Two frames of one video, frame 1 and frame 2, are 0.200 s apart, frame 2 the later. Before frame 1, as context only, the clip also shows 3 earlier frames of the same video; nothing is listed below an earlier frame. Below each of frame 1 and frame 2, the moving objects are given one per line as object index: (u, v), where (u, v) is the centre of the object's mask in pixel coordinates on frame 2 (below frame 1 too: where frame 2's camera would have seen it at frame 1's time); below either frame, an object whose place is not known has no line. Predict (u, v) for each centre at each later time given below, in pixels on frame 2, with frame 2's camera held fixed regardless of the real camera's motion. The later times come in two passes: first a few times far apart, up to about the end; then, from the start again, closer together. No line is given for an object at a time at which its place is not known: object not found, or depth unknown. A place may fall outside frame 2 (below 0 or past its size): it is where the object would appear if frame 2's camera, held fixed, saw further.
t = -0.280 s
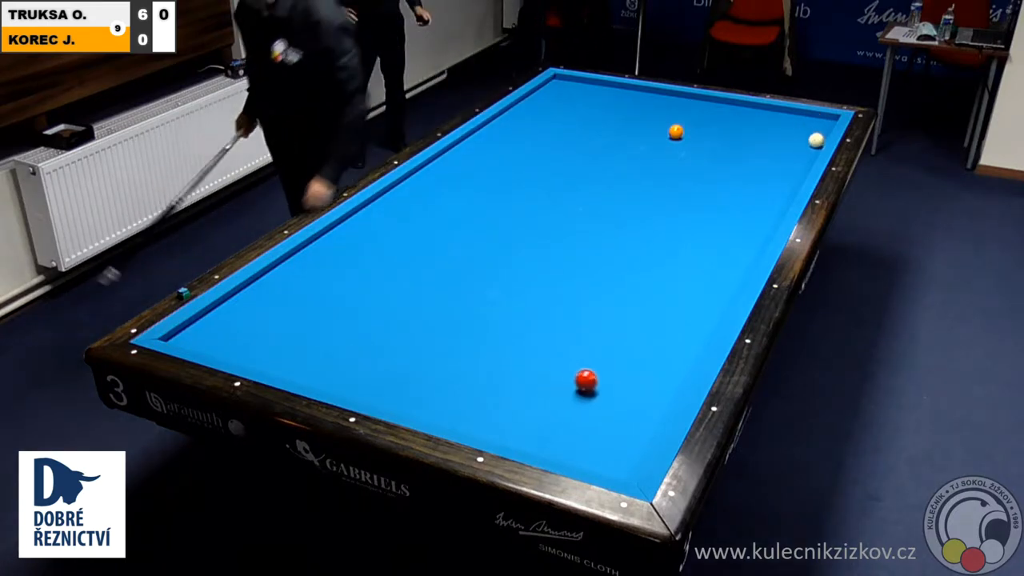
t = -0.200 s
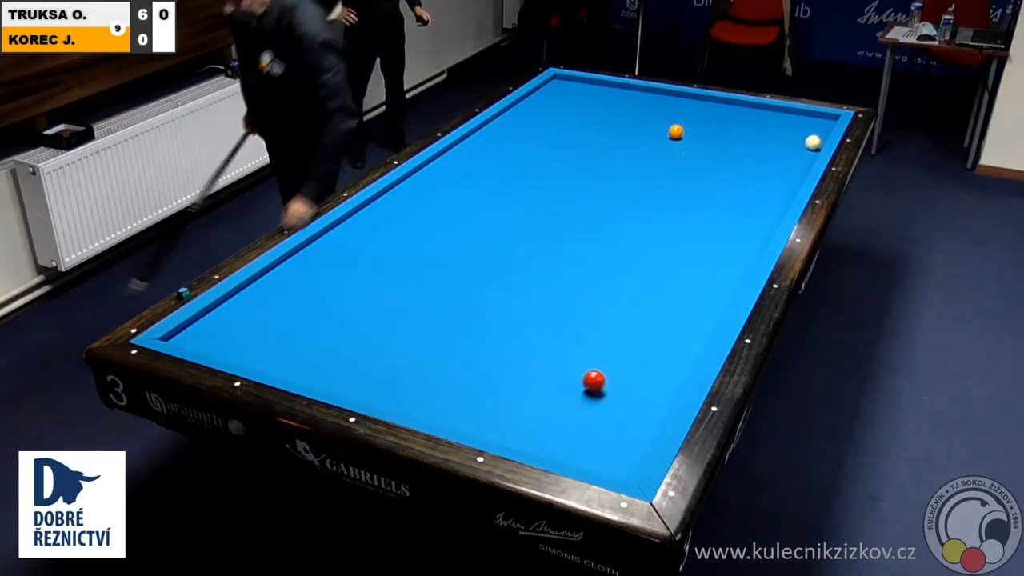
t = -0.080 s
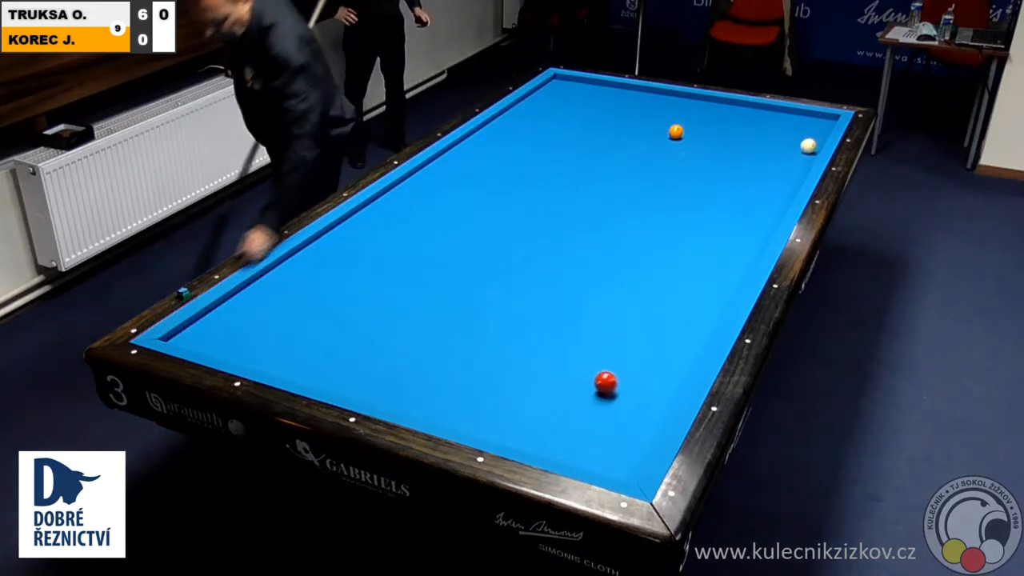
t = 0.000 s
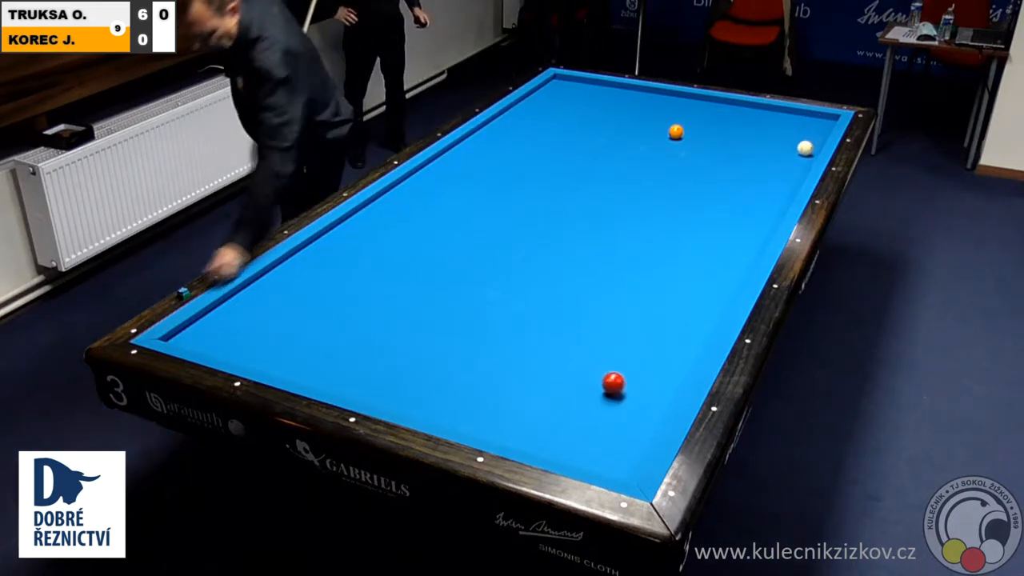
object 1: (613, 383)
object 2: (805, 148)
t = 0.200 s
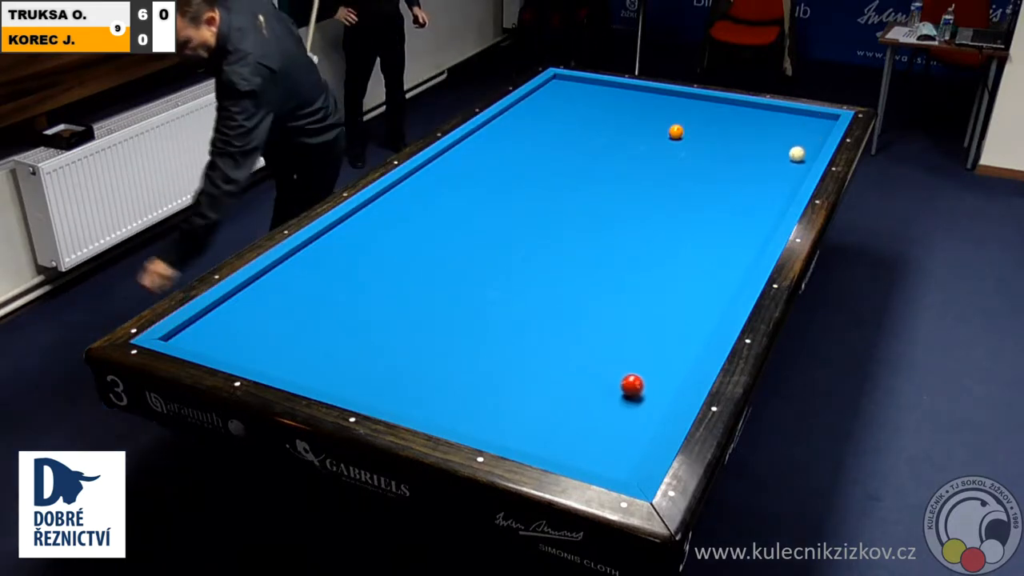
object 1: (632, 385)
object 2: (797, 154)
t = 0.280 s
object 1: (639, 386)
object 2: (793, 156)
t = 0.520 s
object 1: (661, 389)
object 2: (784, 163)
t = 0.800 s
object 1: (672, 388)
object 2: (772, 172)
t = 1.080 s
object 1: (662, 383)
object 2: (760, 180)
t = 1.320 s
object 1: (654, 378)
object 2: (750, 187)
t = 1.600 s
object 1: (646, 374)
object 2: (738, 195)
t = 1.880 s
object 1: (639, 370)
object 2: (726, 203)
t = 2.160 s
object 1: (633, 366)
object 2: (712, 213)
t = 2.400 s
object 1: (629, 364)
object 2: (702, 220)
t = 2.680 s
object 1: (625, 361)
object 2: (690, 228)
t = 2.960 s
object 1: (621, 360)
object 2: (678, 236)
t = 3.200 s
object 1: (619, 359)
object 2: (668, 242)
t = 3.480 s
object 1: (617, 358)
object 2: (656, 250)
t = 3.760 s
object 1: (616, 358)
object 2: (645, 258)
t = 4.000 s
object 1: (616, 358)
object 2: (635, 264)
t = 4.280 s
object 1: (616, 358)
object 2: (624, 271)
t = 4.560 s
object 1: (616, 358)
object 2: (614, 278)
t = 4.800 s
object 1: (616, 358)
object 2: (605, 283)
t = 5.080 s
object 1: (616, 358)
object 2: (596, 289)
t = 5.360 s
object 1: (616, 357)
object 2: (586, 295)
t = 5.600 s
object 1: (616, 358)
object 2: (579, 300)
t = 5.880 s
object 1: (616, 357)
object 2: (570, 305)
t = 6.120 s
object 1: (616, 358)
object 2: (563, 310)
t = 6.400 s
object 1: (616, 358)
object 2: (555, 314)
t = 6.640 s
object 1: (616, 358)
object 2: (549, 318)
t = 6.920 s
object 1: (616, 358)
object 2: (543, 322)
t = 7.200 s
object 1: (616, 358)
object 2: (537, 325)
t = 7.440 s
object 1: (616, 358)
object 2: (532, 328)
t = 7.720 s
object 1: (616, 358)
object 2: (527, 331)
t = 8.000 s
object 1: (616, 358)
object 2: (523, 333)
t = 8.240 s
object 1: (616, 358)
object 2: (520, 335)
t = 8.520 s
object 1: (616, 357)
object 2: (518, 336)
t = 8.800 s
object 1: (616, 357)
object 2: (515, 337)
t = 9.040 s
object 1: (616, 358)
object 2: (514, 338)
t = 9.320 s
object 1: (616, 358)
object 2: (513, 338)
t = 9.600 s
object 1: (616, 358)
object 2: (513, 338)
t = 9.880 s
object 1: (616, 358)
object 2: (513, 338)
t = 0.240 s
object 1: (636, 386)
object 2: (795, 155)
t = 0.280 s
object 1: (639, 386)
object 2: (793, 156)
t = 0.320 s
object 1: (643, 386)
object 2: (792, 157)
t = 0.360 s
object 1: (646, 387)
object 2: (790, 159)
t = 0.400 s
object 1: (650, 387)
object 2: (789, 160)
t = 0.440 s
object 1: (654, 388)
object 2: (787, 161)
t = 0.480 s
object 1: (657, 388)
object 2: (785, 162)
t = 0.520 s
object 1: (661, 389)
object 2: (784, 163)
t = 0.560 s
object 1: (664, 389)
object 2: (782, 165)
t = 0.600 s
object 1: (668, 389)
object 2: (780, 166)
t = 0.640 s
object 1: (671, 389)
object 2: (779, 167)
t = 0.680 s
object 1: (674, 390)
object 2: (777, 168)
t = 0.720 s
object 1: (675, 390)
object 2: (775, 169)
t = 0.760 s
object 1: (674, 389)
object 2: (774, 171)
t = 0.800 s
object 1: (672, 388)
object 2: (772, 172)
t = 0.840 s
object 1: (671, 388)
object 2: (770, 173)
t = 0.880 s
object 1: (669, 387)
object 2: (769, 174)
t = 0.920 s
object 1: (668, 386)
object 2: (767, 175)
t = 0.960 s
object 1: (666, 385)
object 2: (765, 176)
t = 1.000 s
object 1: (665, 384)
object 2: (763, 177)
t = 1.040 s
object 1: (664, 384)
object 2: (762, 179)
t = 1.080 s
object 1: (662, 383)
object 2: (760, 180)
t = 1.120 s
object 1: (661, 382)
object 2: (759, 181)
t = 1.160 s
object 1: (659, 381)
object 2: (757, 182)
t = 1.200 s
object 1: (658, 381)
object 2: (755, 183)
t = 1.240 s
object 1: (657, 380)
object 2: (753, 185)
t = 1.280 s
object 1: (656, 379)
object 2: (752, 186)
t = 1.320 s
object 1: (654, 378)
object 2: (750, 187)
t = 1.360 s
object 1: (653, 378)
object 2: (748, 188)
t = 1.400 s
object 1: (652, 377)
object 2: (746, 189)
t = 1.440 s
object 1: (651, 377)
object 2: (745, 191)
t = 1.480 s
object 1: (650, 376)
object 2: (743, 192)
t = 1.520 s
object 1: (649, 375)
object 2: (741, 193)
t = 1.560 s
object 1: (647, 375)
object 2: (740, 194)
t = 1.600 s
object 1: (646, 374)
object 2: (738, 195)
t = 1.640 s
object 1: (645, 373)
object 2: (736, 196)
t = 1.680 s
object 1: (644, 373)
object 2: (735, 198)
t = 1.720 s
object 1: (643, 372)
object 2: (733, 199)
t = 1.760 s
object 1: (642, 371)
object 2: (731, 200)
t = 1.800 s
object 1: (641, 371)
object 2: (730, 201)
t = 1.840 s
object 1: (640, 370)
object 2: (728, 202)
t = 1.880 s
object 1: (639, 370)
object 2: (726, 203)
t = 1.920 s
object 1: (639, 369)
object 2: (724, 205)
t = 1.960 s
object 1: (637, 368)
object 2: (721, 207)
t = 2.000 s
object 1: (636, 368)
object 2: (719, 208)
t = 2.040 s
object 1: (635, 367)
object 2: (717, 209)
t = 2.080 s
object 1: (634, 367)
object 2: (716, 210)
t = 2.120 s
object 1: (633, 366)
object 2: (714, 212)
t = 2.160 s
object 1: (633, 366)
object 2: (712, 213)
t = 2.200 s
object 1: (632, 366)
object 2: (710, 214)
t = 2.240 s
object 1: (631, 365)
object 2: (709, 215)
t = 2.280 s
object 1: (631, 365)
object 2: (707, 216)
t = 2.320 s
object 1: (630, 364)
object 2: (705, 218)
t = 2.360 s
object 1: (629, 364)
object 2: (703, 219)
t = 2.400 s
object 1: (629, 364)
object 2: (702, 220)
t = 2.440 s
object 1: (628, 363)
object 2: (700, 221)
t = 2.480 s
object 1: (628, 363)
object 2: (698, 222)
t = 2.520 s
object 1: (627, 363)
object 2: (697, 224)
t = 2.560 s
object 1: (627, 362)
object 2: (695, 224)
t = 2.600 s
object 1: (626, 362)
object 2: (693, 226)
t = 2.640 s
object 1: (625, 362)
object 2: (692, 227)
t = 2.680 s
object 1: (625, 361)
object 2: (690, 228)
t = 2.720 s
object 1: (624, 361)
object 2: (688, 229)
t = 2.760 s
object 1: (624, 361)
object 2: (686, 230)
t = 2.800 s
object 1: (623, 361)
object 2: (685, 232)
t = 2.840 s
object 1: (623, 360)
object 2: (683, 233)
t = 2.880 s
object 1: (622, 360)
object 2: (681, 234)
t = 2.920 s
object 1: (622, 360)
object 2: (680, 235)
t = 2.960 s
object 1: (621, 360)
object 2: (678, 236)
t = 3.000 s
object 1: (621, 360)
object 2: (676, 237)
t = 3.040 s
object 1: (621, 360)
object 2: (674, 238)
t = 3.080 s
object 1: (620, 359)
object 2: (673, 239)
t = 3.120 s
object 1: (620, 359)
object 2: (671, 240)
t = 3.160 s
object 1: (619, 359)
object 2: (669, 241)
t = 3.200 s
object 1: (619, 359)
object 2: (668, 242)
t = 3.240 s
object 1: (619, 359)
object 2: (666, 243)
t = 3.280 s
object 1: (619, 359)
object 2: (665, 245)
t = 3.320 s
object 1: (618, 358)
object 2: (663, 246)
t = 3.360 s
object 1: (618, 358)
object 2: (661, 247)
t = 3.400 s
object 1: (618, 358)
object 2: (659, 248)
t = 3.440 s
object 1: (617, 358)
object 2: (658, 249)
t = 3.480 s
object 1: (617, 358)
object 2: (656, 250)
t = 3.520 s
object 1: (617, 358)
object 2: (655, 251)
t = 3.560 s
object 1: (617, 358)
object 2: (653, 252)
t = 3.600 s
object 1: (617, 358)
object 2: (651, 253)
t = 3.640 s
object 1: (616, 358)
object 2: (650, 254)
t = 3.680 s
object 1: (616, 358)
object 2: (648, 255)
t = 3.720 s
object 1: (616, 358)
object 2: (646, 256)
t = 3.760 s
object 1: (616, 358)
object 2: (645, 258)
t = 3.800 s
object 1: (616, 358)
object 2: (643, 259)
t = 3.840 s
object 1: (616, 358)
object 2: (642, 260)
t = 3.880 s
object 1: (616, 358)
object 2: (640, 261)
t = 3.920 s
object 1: (616, 358)
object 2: (639, 262)
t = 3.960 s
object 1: (616, 358)
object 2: (637, 262)
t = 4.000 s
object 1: (616, 358)
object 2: (635, 264)
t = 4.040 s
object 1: (616, 358)
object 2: (634, 265)
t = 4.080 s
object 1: (616, 358)
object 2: (632, 266)
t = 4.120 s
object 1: (616, 358)
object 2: (631, 267)
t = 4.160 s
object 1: (616, 358)
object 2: (629, 268)
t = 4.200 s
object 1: (616, 358)
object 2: (627, 269)
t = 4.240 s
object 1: (616, 358)
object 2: (626, 270)
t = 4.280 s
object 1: (616, 358)
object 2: (624, 271)
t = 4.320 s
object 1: (616, 358)
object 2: (623, 272)
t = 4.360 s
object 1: (616, 358)
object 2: (621, 273)
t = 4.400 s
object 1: (616, 358)
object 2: (620, 274)
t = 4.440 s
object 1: (616, 358)
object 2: (618, 275)
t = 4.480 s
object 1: (616, 358)
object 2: (617, 276)
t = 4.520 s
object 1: (616, 357)
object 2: (615, 276)
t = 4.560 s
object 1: (616, 358)
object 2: (614, 278)
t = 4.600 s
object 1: (616, 358)
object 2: (613, 278)
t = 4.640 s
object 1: (616, 357)
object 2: (611, 279)
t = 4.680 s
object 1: (616, 358)
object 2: (610, 280)
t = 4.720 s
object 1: (616, 358)
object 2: (608, 281)
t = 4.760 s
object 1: (616, 358)
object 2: (606, 282)
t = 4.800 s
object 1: (616, 358)
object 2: (605, 283)
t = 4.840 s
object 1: (616, 358)
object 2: (604, 284)
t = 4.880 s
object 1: (616, 358)
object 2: (602, 285)
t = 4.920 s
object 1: (616, 358)
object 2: (601, 286)
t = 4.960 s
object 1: (616, 358)
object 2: (600, 286)
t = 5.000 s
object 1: (616, 358)
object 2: (598, 287)
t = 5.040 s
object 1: (616, 358)
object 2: (597, 288)
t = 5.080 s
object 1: (616, 358)
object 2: (596, 289)
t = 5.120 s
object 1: (616, 358)
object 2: (594, 290)
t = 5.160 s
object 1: (616, 358)
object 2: (593, 291)
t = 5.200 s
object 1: (616, 358)
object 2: (591, 292)
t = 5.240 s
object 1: (616, 358)
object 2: (590, 293)
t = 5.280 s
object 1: (616, 358)
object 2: (589, 294)
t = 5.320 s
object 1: (616, 358)
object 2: (587, 295)
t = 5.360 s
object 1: (616, 357)
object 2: (586, 295)
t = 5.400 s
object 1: (616, 358)
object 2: (585, 296)
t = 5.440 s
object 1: (616, 358)
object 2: (584, 297)
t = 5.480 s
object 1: (616, 358)
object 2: (582, 298)
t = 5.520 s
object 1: (616, 357)
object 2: (581, 299)
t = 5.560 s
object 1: (616, 358)
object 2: (580, 299)
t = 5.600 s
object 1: (616, 358)
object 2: (579, 300)
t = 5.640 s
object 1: (616, 357)
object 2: (577, 301)
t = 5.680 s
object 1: (616, 358)
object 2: (576, 302)
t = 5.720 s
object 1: (616, 358)
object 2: (575, 302)
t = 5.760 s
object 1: (616, 358)
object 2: (574, 303)
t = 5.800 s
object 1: (616, 358)
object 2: (572, 304)
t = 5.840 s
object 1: (616, 358)
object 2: (571, 305)
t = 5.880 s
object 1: (616, 357)
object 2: (570, 305)
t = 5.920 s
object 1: (616, 358)
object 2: (569, 306)
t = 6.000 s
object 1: (616, 358)
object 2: (566, 308)
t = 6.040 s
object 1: (616, 358)
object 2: (565, 308)
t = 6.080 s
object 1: (616, 358)
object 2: (564, 309)
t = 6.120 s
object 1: (616, 358)
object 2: (563, 310)
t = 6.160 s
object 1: (616, 358)
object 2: (562, 310)
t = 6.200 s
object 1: (616, 358)
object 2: (561, 311)
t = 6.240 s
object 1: (616, 358)
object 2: (560, 312)
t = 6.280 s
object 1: (616, 358)
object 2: (559, 312)
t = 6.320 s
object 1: (616, 358)
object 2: (558, 313)
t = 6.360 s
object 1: (616, 358)
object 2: (556, 314)
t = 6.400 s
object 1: (616, 358)
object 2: (555, 314)
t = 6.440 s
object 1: (616, 357)
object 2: (554, 315)
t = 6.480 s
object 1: (616, 358)
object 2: (553, 316)
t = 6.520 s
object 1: (616, 358)
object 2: (552, 316)
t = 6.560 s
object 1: (616, 358)
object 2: (552, 317)
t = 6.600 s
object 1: (616, 358)
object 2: (550, 317)
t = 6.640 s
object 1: (616, 358)
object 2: (549, 318)
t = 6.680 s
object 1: (616, 358)
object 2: (548, 319)
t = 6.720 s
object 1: (616, 358)
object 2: (547, 319)
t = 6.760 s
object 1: (616, 358)
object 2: (547, 320)
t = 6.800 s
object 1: (616, 358)
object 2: (545, 320)
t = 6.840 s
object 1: (616, 358)
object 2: (545, 321)
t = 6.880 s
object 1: (616, 358)
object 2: (544, 321)
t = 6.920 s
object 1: (616, 358)
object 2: (543, 322)
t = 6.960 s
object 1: (616, 358)
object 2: (542, 322)
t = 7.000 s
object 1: (616, 358)
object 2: (541, 323)
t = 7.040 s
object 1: (616, 358)
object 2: (540, 324)
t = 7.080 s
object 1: (616, 358)
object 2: (539, 324)
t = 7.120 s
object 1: (616, 358)
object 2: (538, 324)
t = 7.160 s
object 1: (616, 358)
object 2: (538, 325)
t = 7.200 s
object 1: (616, 358)
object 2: (537, 325)
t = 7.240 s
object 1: (616, 358)
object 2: (536, 326)
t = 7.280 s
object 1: (616, 358)
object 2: (535, 326)
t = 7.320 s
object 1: (616, 358)
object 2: (534, 327)
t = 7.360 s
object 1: (616, 358)
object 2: (533, 327)
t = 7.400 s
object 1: (616, 357)
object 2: (533, 328)
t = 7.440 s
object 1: (616, 358)
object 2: (532, 328)
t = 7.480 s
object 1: (616, 357)
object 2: (531, 328)
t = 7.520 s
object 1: (616, 358)
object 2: (530, 329)
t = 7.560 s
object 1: (616, 357)
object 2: (530, 329)
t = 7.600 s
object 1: (616, 358)
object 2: (529, 330)
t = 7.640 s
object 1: (616, 358)
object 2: (528, 330)
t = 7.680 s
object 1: (616, 358)
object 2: (528, 330)
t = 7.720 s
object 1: (616, 358)
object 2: (527, 331)
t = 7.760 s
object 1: (616, 358)
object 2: (527, 331)
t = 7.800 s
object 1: (616, 358)
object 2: (526, 331)
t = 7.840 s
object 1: (616, 358)
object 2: (525, 332)
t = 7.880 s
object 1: (616, 357)
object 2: (525, 332)
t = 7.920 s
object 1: (616, 358)
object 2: (524, 333)
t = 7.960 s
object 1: (616, 357)
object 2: (524, 333)
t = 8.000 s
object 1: (616, 358)
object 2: (523, 333)
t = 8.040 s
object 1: (616, 358)
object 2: (523, 333)
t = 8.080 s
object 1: (616, 358)
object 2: (522, 334)
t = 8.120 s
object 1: (616, 358)
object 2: (522, 334)
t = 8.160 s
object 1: (616, 357)
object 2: (521, 334)
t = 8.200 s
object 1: (616, 358)
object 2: (521, 335)
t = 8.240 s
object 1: (616, 358)
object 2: (520, 335)
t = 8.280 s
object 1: (616, 358)
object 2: (520, 335)
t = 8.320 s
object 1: (616, 357)
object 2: (519, 335)
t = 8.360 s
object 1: (616, 358)
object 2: (519, 336)
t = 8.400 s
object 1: (616, 357)
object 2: (519, 336)
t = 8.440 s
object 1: (616, 358)
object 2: (518, 336)
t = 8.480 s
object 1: (616, 357)
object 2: (518, 336)
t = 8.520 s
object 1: (616, 357)
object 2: (518, 336)
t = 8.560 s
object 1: (616, 358)
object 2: (517, 336)
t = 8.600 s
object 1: (616, 358)
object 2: (517, 336)
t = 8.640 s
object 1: (616, 358)
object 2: (516, 337)
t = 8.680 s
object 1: (616, 358)
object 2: (516, 337)
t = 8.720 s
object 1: (616, 358)
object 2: (516, 337)
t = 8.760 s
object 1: (616, 358)
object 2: (516, 337)
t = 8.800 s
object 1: (616, 357)
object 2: (515, 337)
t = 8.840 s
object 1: (616, 358)
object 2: (515, 337)
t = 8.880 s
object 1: (616, 358)
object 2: (515, 337)
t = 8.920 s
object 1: (616, 358)
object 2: (515, 337)
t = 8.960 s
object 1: (616, 357)
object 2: (514, 338)
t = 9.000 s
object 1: (616, 358)
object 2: (514, 338)
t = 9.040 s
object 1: (616, 358)
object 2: (514, 338)
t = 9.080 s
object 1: (616, 358)
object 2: (514, 338)
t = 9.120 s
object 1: (616, 358)
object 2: (514, 338)
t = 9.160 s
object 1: (616, 357)
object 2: (513, 338)
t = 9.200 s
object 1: (616, 358)
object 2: (513, 338)
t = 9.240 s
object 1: (616, 358)
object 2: (513, 338)
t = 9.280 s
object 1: (616, 358)
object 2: (513, 338)
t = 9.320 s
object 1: (616, 358)
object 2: (513, 338)
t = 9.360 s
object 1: (616, 357)
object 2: (513, 338)
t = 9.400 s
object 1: (616, 358)
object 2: (513, 338)
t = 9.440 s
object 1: (616, 358)
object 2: (513, 338)
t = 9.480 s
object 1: (616, 357)
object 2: (513, 338)
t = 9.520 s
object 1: (616, 358)
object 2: (513, 338)
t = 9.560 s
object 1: (616, 358)
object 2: (513, 338)
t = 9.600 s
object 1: (616, 358)
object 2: (513, 338)
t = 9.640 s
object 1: (616, 358)
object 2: (513, 338)
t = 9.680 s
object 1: (616, 357)
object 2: (513, 338)
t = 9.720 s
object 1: (616, 358)
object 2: (513, 338)
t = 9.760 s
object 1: (616, 358)
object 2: (513, 338)
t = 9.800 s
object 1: (616, 357)
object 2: (513, 338)
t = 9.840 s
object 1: (616, 358)
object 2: (513, 338)
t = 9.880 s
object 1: (616, 358)
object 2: (513, 338)
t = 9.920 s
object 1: (616, 357)
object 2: (513, 338)
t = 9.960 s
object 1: (616, 358)
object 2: (513, 338)
